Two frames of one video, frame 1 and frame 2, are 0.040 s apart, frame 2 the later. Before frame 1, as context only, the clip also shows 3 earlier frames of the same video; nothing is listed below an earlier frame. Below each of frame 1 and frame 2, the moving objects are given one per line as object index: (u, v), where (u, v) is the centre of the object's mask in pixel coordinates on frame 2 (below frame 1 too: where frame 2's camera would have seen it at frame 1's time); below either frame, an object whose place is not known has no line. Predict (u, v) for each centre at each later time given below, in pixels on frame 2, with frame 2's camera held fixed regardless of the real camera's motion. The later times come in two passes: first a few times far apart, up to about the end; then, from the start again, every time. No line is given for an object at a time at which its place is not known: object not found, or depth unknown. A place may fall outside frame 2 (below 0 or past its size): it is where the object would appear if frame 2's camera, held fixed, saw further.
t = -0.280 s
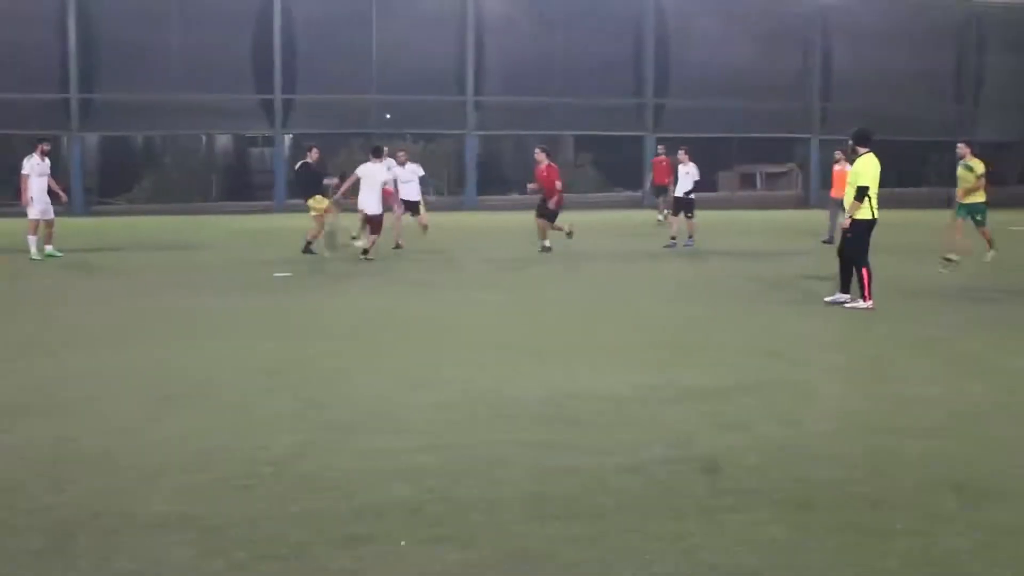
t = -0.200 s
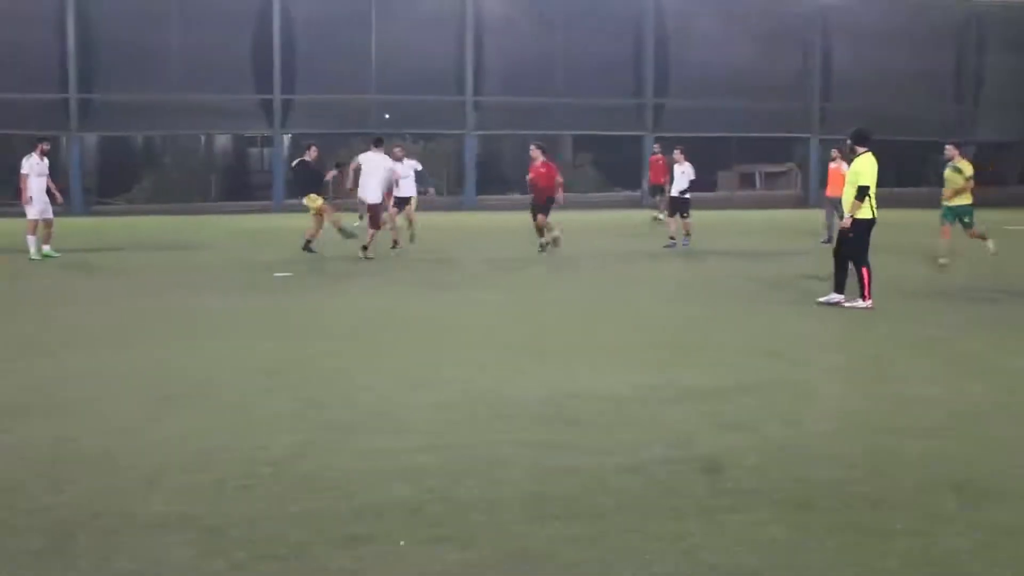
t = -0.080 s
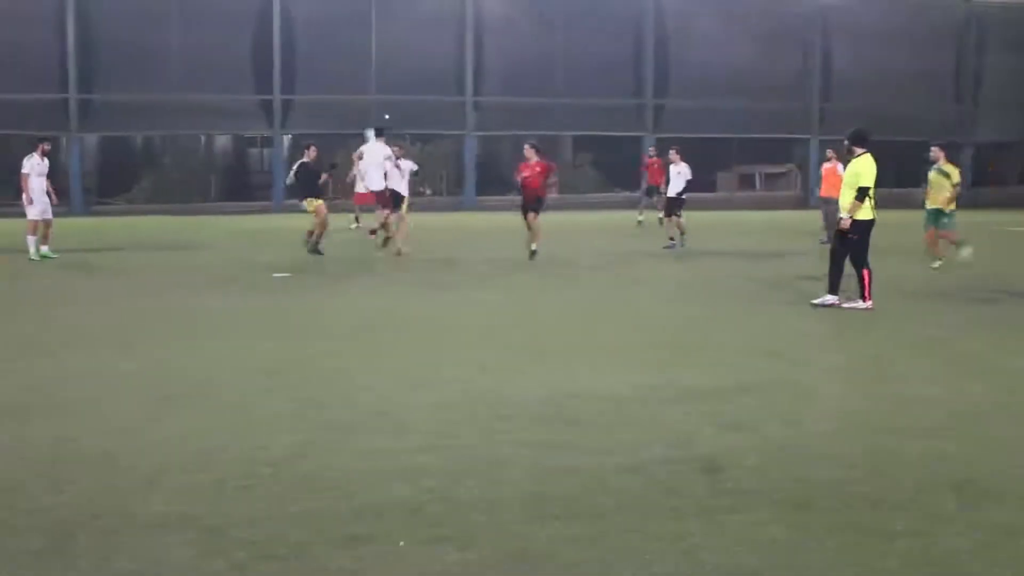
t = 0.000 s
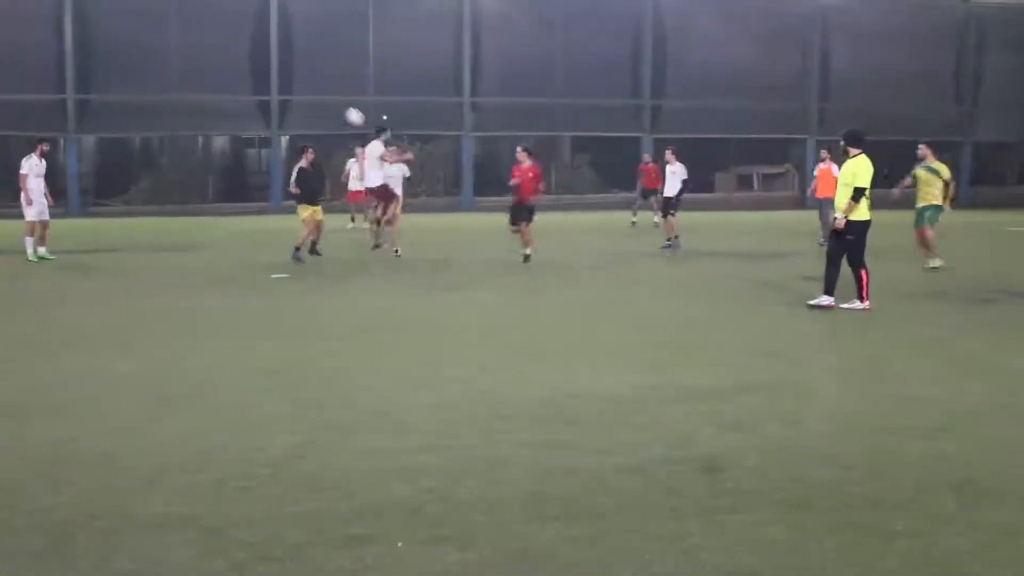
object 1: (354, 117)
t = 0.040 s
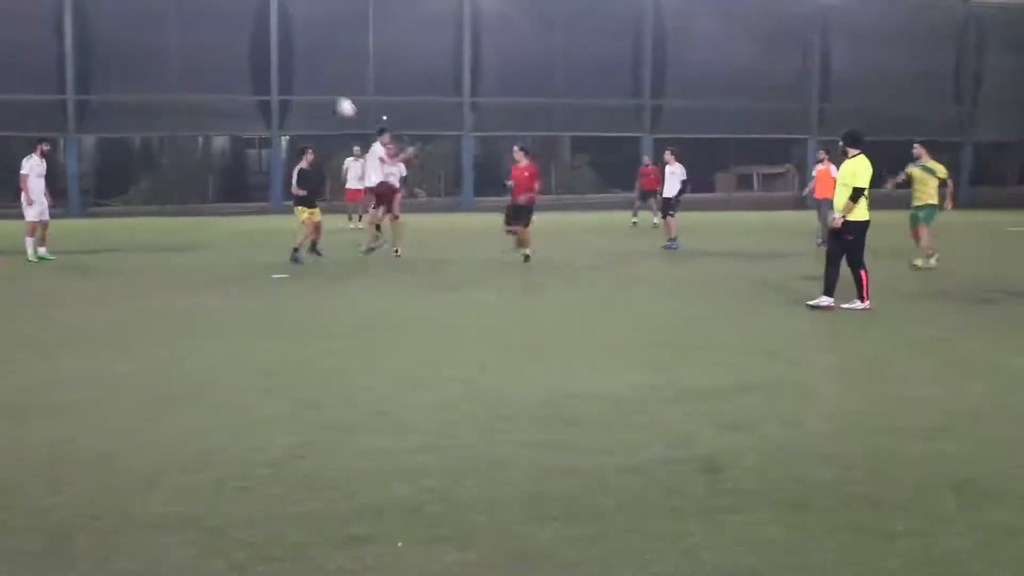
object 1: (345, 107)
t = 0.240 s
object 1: (298, 72)
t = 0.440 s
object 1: (243, 64)
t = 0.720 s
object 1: (144, 121)
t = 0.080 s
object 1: (337, 98)
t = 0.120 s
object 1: (328, 90)
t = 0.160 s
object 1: (319, 82)
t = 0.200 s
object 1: (309, 77)
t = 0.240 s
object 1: (298, 72)
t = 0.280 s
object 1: (288, 68)
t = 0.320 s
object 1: (277, 65)
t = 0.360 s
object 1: (266, 63)
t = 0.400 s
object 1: (255, 63)
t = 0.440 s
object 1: (243, 64)
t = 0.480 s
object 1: (231, 67)
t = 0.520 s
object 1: (217, 71)
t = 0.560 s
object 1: (204, 76)
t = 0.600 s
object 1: (190, 84)
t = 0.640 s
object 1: (176, 94)
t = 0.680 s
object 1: (160, 106)
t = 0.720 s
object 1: (144, 121)
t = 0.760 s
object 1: (128, 139)
